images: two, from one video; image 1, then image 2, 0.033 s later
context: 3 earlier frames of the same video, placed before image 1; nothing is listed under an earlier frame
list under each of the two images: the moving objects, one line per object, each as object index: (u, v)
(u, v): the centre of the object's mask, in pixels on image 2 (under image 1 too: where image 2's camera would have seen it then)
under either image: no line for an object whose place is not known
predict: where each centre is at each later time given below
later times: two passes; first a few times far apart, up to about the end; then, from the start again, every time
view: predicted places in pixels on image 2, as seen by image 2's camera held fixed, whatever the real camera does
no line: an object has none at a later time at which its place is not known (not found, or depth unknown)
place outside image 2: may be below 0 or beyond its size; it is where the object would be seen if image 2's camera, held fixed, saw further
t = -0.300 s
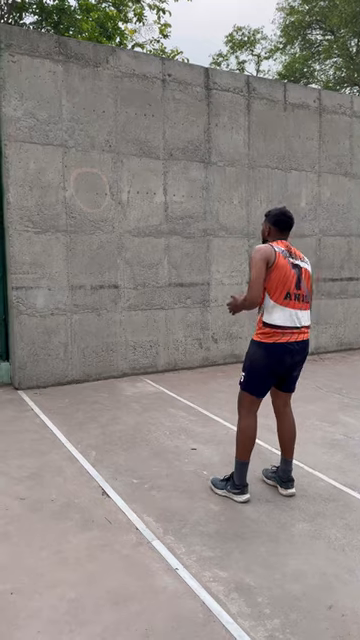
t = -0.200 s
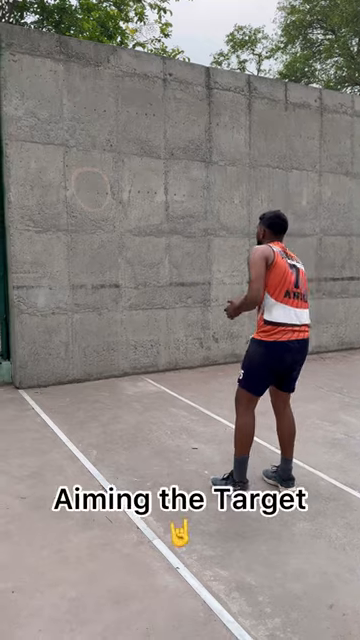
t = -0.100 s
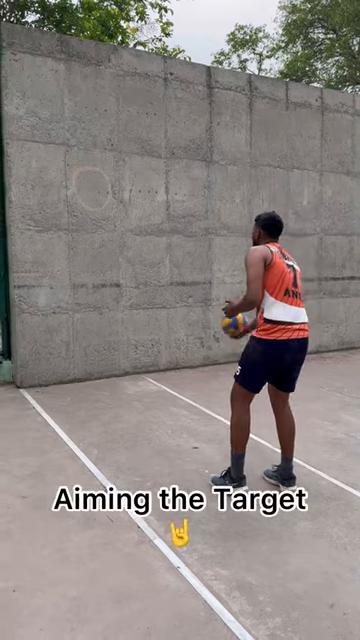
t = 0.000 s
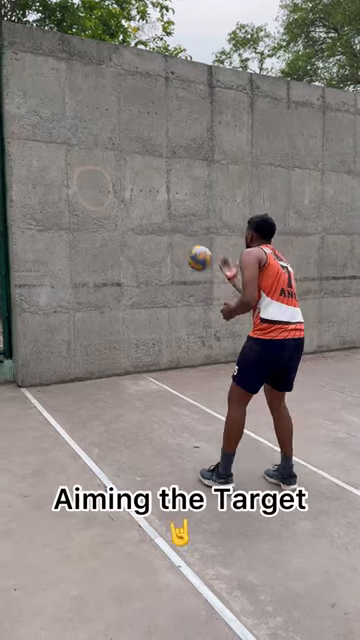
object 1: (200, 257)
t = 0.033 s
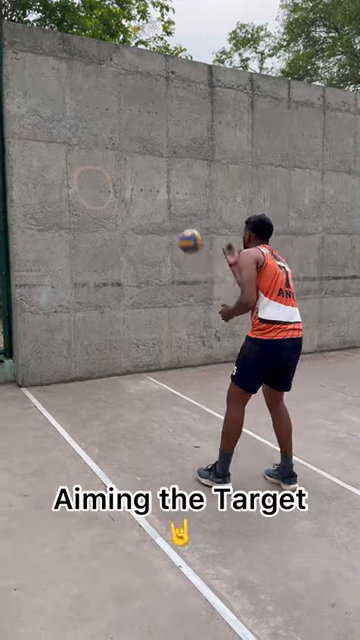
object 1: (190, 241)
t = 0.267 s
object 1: (128, 167)
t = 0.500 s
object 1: (95, 166)
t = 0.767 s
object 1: (116, 189)
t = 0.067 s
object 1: (181, 226)
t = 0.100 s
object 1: (169, 207)
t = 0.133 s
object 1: (161, 196)
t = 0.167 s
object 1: (153, 187)
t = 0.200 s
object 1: (146, 179)
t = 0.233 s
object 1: (138, 173)
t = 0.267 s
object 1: (128, 167)
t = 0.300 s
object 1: (121, 165)
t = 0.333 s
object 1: (115, 164)
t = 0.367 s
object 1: (110, 164)
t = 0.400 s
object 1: (103, 165)
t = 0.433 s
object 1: (95, 168)
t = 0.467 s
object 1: (93, 169)
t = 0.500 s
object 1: (95, 166)
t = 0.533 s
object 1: (96, 164)
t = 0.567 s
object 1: (98, 163)
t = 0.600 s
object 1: (101, 163)
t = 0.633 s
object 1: (104, 165)
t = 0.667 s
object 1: (107, 168)
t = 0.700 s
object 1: (109, 172)
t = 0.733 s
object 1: (112, 178)
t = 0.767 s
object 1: (116, 189)
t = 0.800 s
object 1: (119, 198)
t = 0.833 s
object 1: (123, 209)
